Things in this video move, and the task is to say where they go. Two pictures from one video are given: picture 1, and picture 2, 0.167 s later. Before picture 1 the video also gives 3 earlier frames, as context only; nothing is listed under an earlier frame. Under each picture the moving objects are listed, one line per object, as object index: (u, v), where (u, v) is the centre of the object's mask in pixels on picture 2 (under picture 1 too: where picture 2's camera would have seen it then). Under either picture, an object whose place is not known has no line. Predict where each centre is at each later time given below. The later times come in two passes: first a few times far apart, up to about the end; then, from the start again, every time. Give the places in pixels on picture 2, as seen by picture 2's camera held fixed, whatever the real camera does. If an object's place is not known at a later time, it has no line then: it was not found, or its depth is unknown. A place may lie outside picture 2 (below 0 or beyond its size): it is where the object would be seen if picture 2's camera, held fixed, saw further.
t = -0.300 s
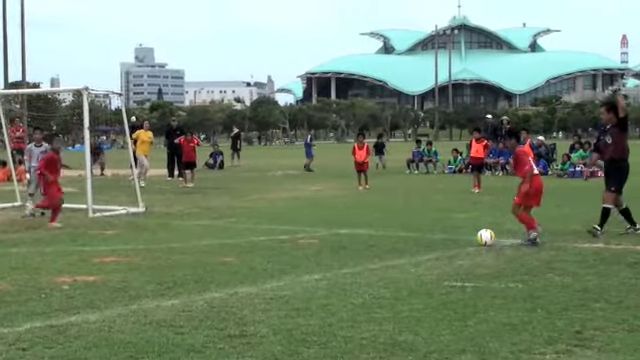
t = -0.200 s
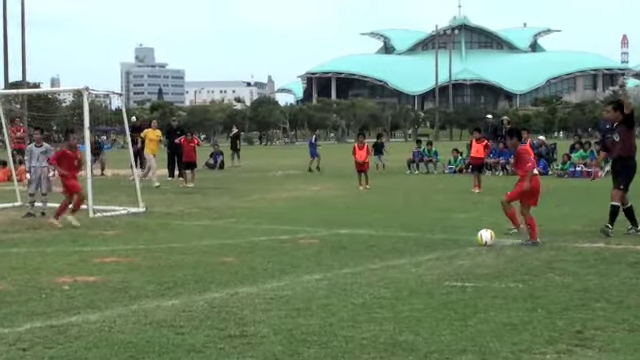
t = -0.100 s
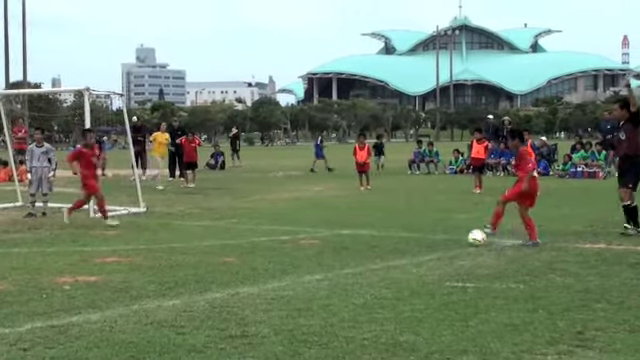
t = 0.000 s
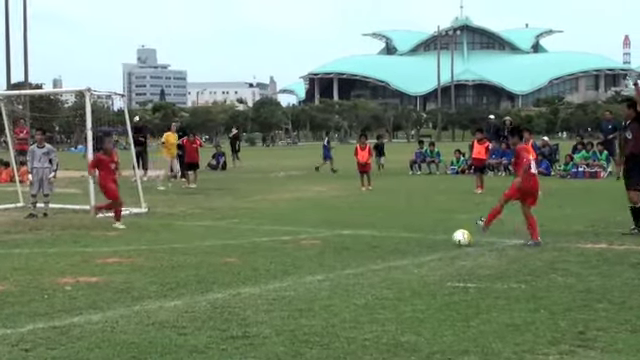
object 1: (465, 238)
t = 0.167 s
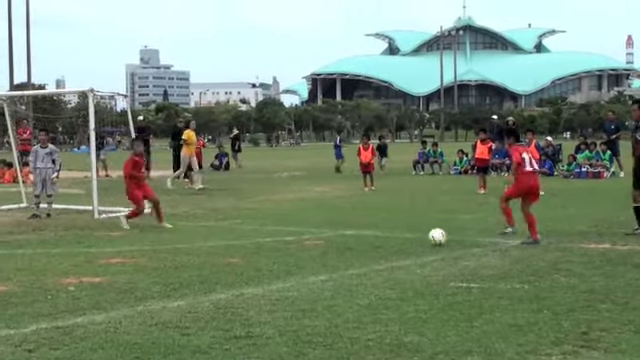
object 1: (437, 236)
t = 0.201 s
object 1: (432, 236)
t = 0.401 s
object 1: (402, 236)
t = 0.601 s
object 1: (374, 235)
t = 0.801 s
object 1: (348, 235)
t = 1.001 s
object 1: (326, 235)
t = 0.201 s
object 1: (432, 236)
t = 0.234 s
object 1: (427, 237)
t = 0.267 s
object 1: (422, 237)
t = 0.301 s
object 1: (417, 236)
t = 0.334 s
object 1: (412, 236)
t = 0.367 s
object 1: (407, 236)
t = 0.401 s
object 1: (402, 236)
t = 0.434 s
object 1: (397, 236)
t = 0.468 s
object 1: (393, 236)
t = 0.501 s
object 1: (388, 236)
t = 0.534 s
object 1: (383, 236)
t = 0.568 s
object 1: (379, 236)
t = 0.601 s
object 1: (374, 235)
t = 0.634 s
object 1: (370, 236)
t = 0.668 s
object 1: (365, 236)
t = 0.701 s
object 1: (361, 236)
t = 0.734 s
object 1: (357, 235)
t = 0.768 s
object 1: (352, 235)
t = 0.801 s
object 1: (348, 235)
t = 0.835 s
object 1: (344, 235)
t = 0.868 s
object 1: (341, 235)
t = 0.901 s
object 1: (337, 235)
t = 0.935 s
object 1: (333, 235)
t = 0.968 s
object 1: (329, 235)
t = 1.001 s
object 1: (326, 235)
